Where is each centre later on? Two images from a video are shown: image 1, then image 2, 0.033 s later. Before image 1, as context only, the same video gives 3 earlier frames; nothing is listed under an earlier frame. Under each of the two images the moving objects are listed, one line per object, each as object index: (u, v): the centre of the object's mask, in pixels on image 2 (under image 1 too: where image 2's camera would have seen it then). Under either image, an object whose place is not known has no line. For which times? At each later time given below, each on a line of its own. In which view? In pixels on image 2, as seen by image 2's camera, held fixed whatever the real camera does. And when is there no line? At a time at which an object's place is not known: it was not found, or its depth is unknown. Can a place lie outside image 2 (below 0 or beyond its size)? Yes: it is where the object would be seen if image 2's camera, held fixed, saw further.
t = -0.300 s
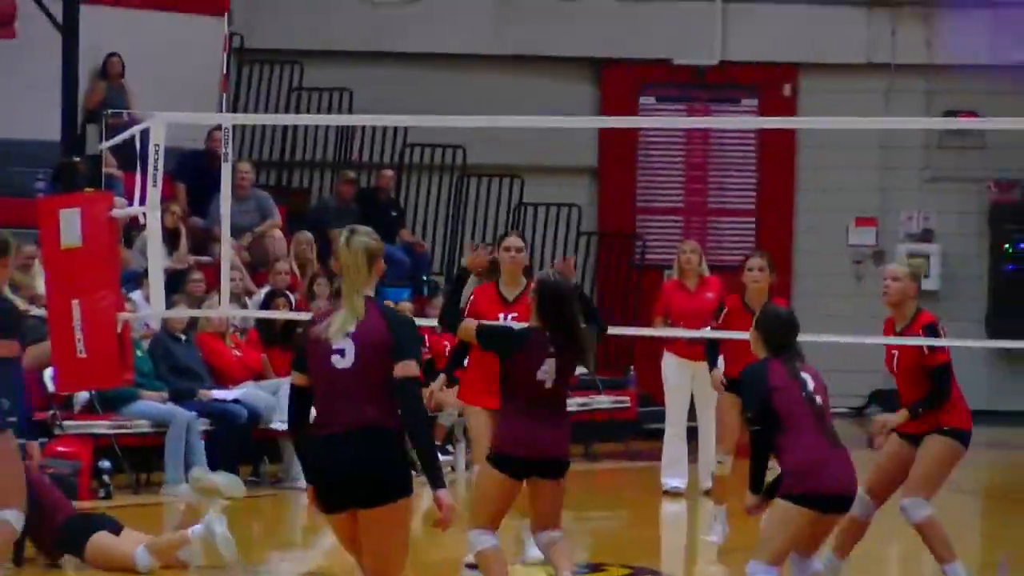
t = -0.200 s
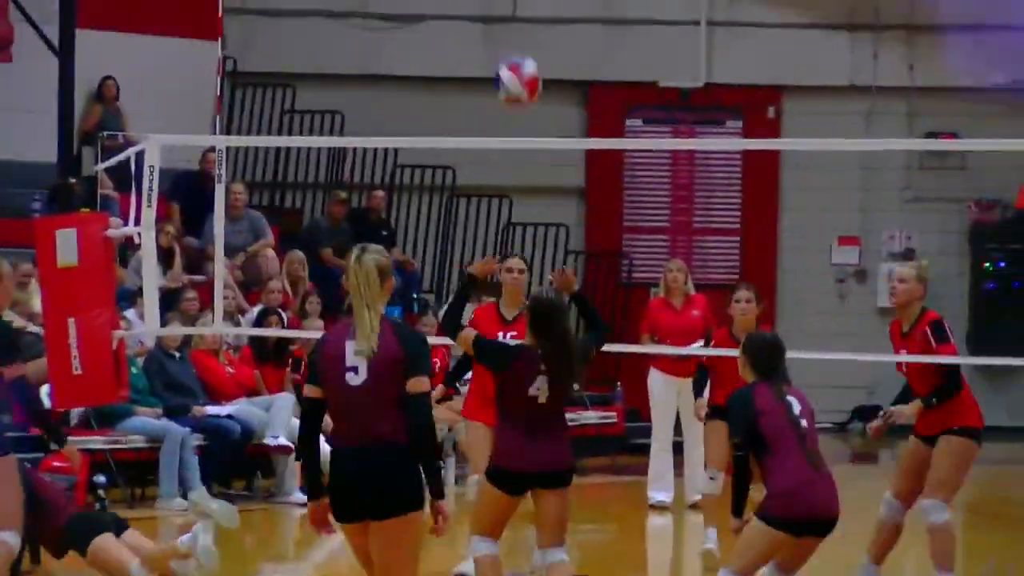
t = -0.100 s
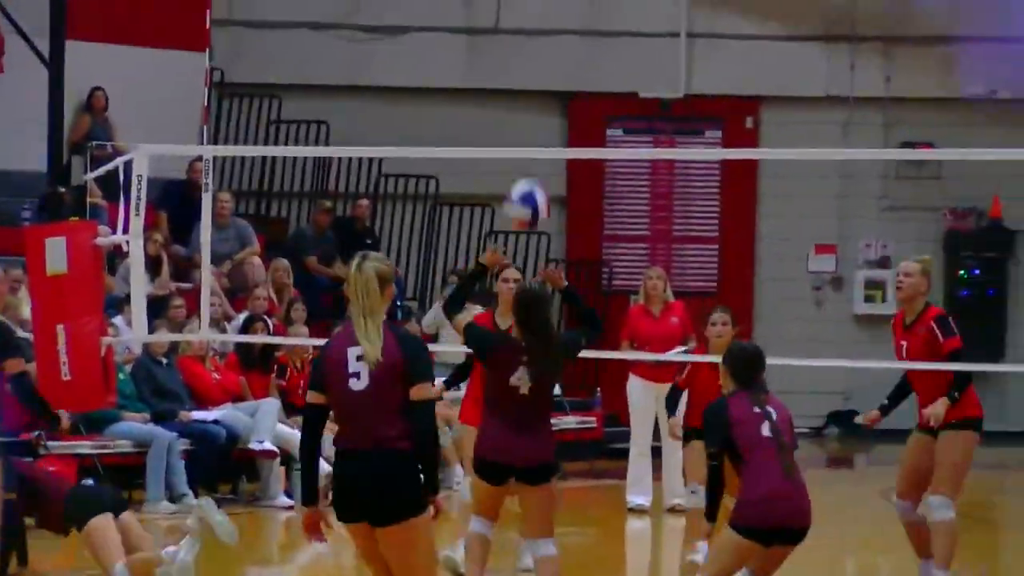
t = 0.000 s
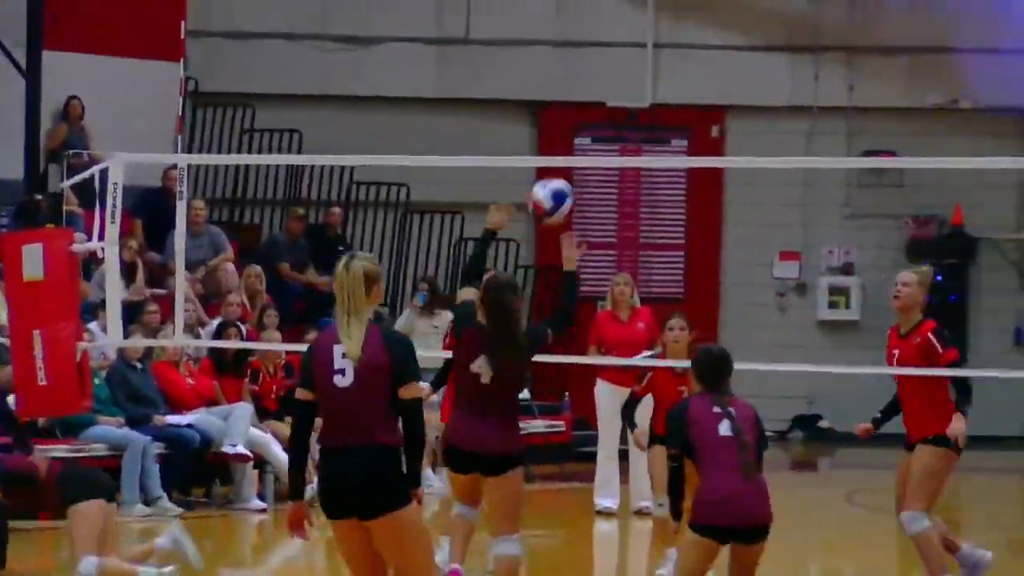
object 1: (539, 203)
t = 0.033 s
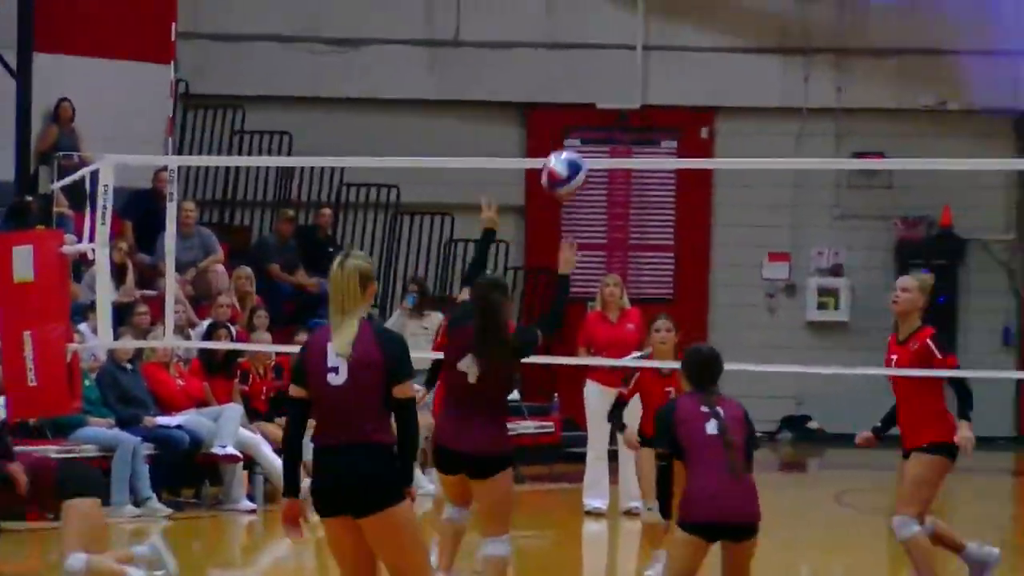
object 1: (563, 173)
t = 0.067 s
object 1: (588, 145)
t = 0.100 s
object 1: (609, 121)
